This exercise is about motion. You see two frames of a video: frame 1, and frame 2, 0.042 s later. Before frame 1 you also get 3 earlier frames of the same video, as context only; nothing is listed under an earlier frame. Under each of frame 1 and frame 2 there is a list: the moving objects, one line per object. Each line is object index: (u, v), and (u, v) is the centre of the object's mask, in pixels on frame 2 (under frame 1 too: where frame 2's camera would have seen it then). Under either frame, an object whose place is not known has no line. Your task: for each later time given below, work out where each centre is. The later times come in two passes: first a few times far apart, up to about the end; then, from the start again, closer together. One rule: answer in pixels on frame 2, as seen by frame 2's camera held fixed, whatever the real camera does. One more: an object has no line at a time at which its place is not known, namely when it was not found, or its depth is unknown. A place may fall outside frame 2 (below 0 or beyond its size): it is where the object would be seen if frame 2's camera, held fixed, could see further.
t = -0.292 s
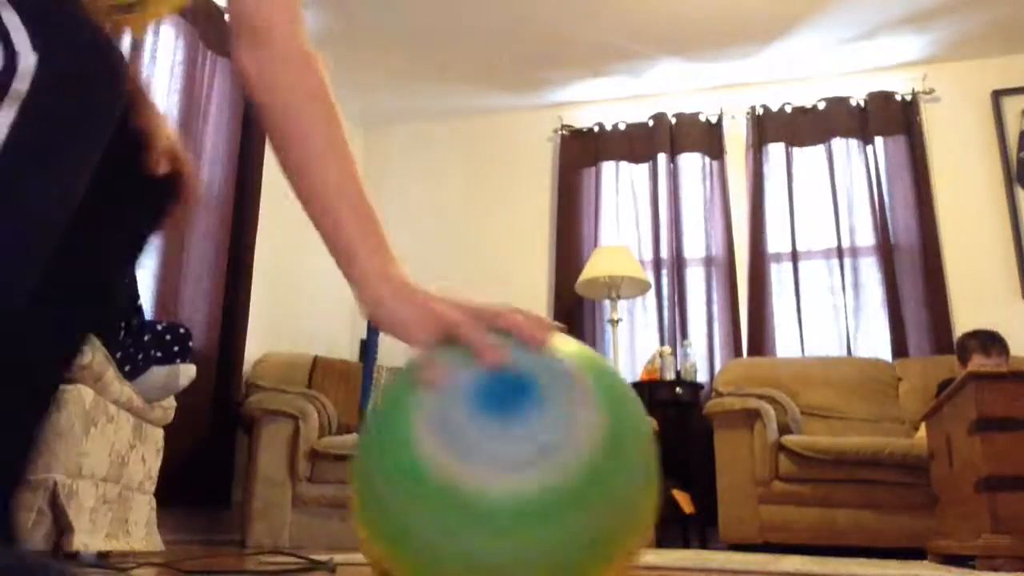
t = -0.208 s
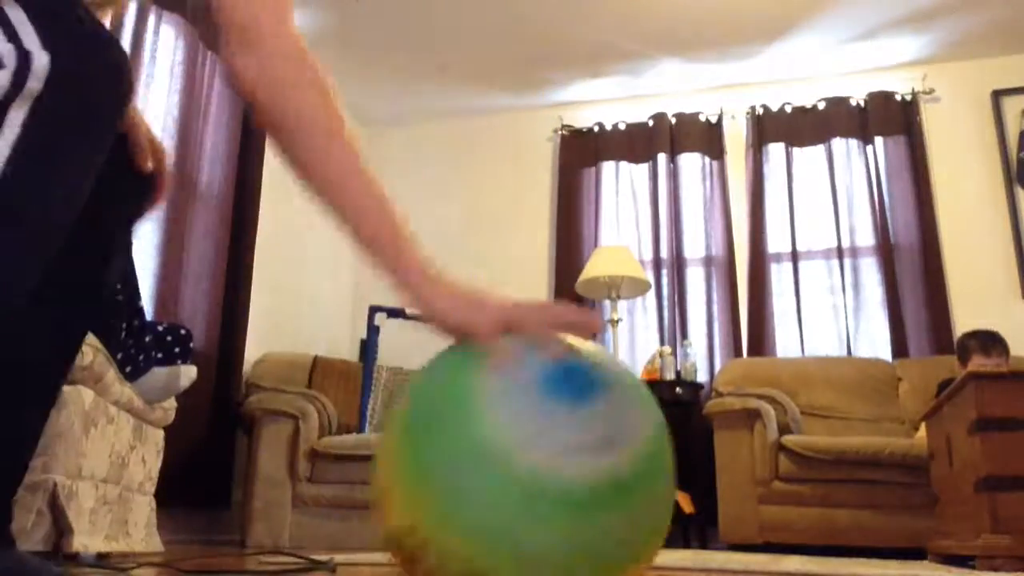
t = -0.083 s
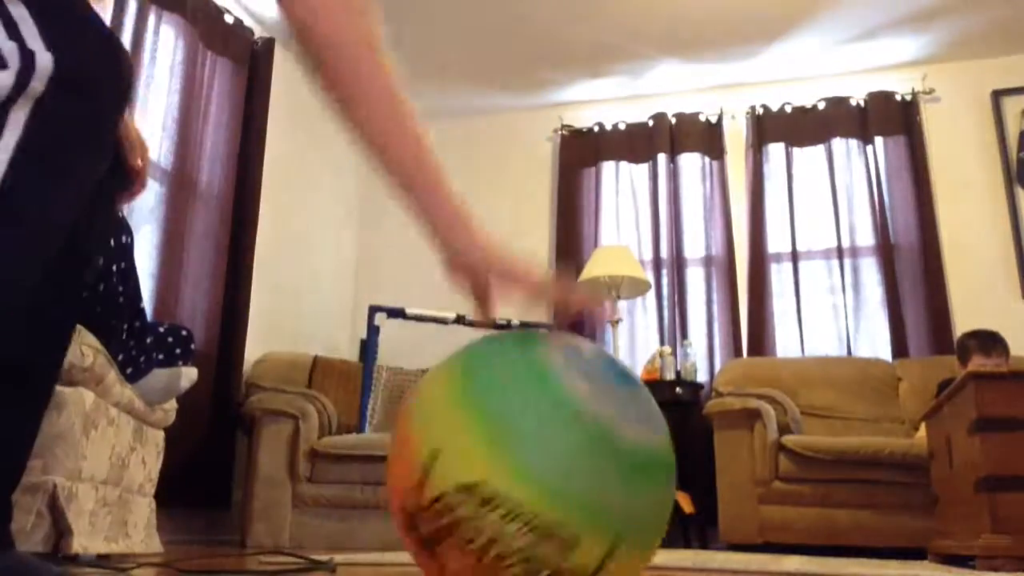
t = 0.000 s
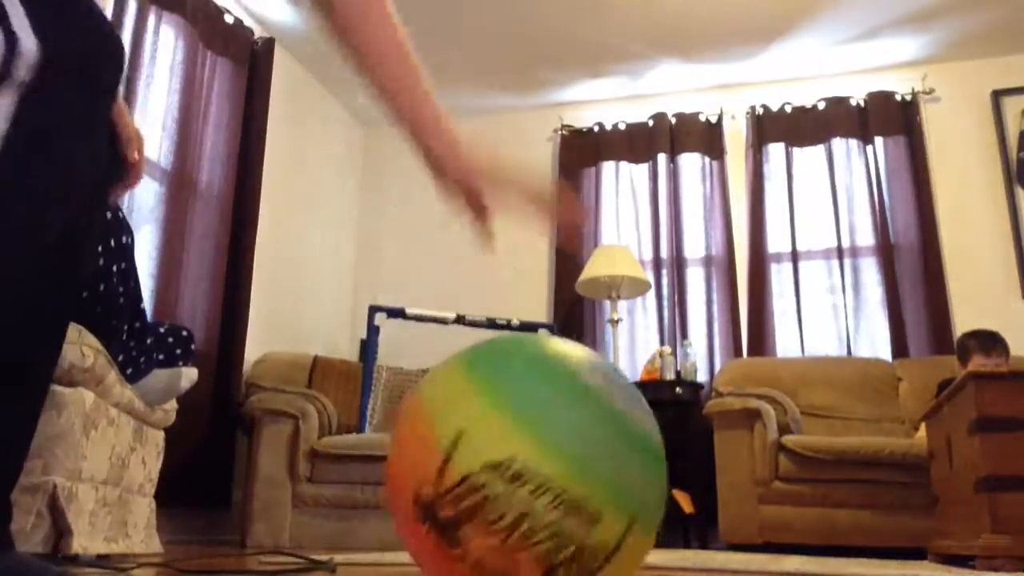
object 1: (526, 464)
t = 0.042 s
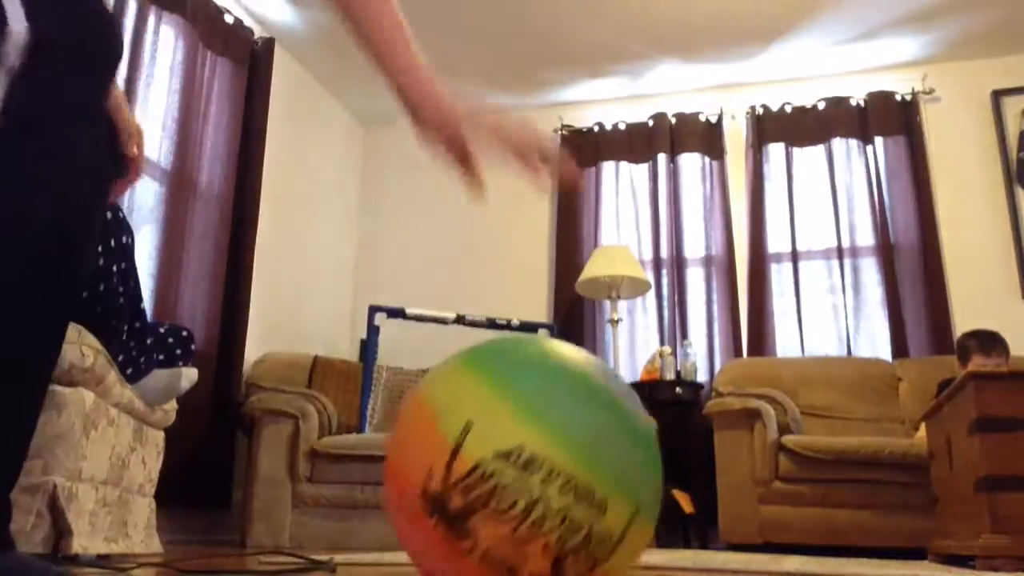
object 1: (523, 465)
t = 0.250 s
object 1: (501, 471)
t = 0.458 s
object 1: (469, 479)
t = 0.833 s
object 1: (391, 481)
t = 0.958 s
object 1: (359, 478)
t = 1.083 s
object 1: (325, 477)
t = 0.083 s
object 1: (519, 466)
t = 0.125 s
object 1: (516, 466)
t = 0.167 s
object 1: (511, 468)
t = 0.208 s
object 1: (506, 469)
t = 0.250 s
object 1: (501, 471)
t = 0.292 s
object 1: (495, 473)
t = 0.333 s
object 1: (489, 473)
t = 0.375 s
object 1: (484, 475)
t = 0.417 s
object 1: (475, 477)
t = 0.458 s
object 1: (469, 479)
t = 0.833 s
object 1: (391, 481)
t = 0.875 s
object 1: (382, 480)
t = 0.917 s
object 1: (370, 479)
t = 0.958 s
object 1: (359, 478)
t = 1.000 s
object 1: (347, 477)
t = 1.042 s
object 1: (338, 479)
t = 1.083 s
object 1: (325, 477)
